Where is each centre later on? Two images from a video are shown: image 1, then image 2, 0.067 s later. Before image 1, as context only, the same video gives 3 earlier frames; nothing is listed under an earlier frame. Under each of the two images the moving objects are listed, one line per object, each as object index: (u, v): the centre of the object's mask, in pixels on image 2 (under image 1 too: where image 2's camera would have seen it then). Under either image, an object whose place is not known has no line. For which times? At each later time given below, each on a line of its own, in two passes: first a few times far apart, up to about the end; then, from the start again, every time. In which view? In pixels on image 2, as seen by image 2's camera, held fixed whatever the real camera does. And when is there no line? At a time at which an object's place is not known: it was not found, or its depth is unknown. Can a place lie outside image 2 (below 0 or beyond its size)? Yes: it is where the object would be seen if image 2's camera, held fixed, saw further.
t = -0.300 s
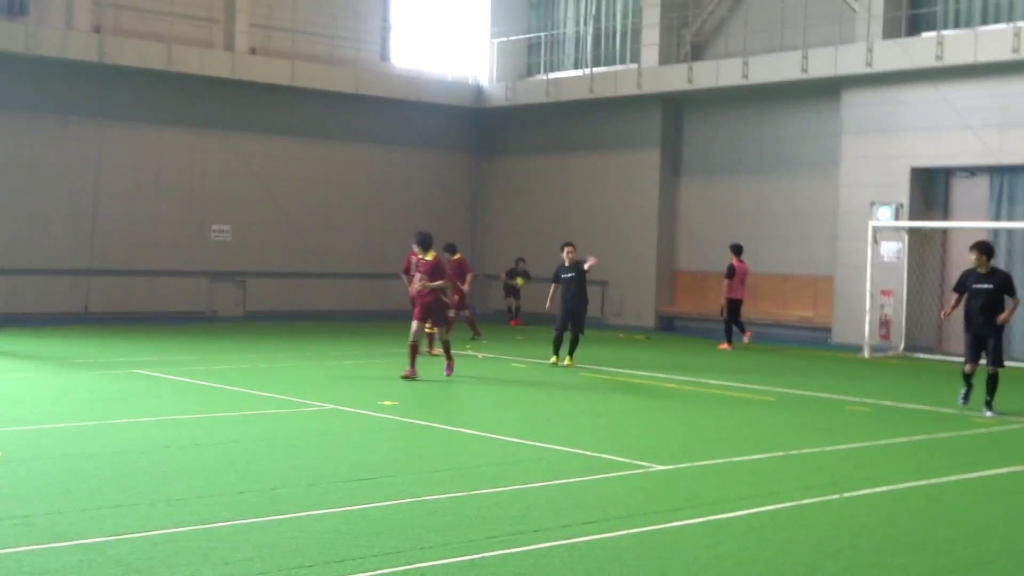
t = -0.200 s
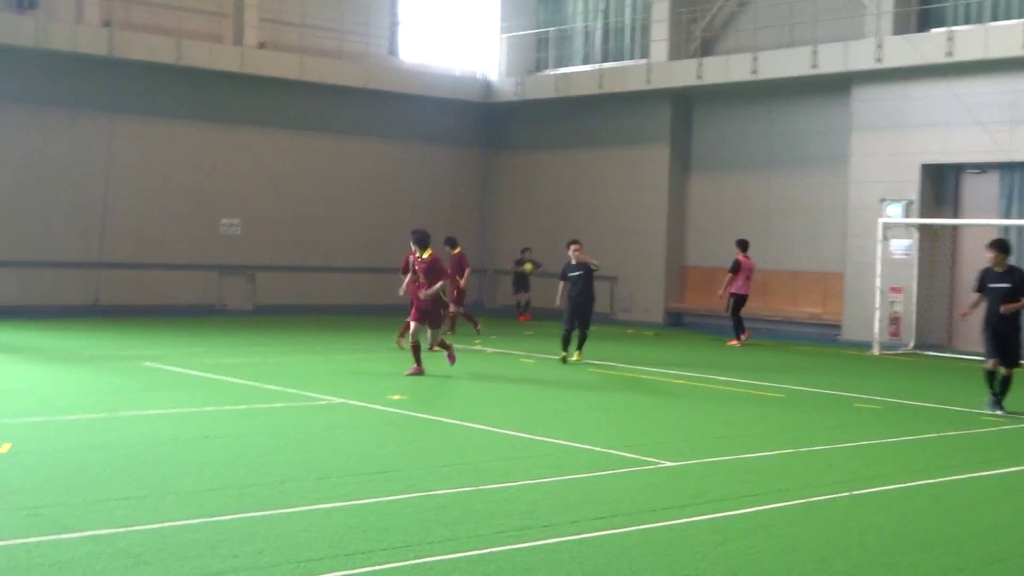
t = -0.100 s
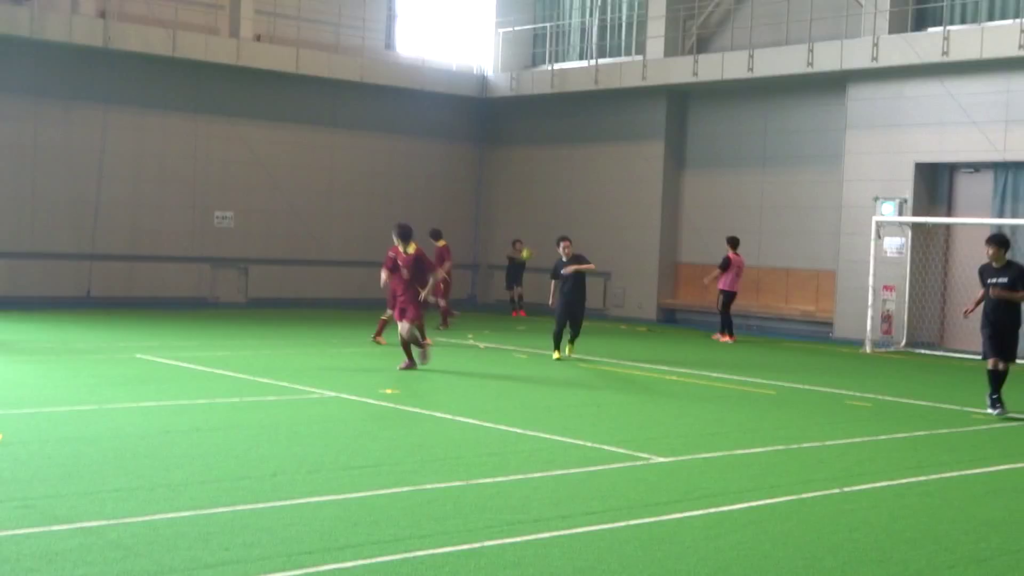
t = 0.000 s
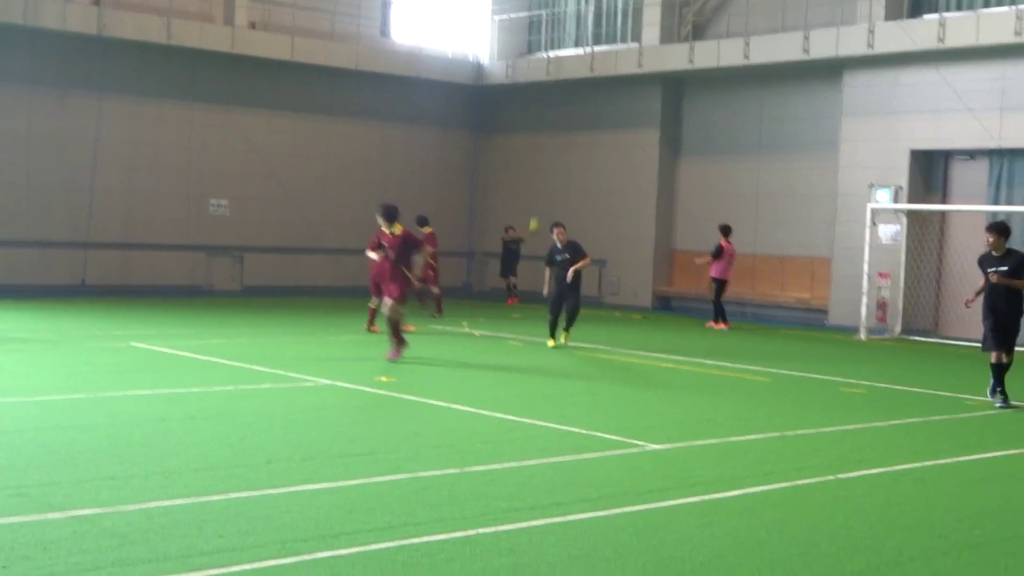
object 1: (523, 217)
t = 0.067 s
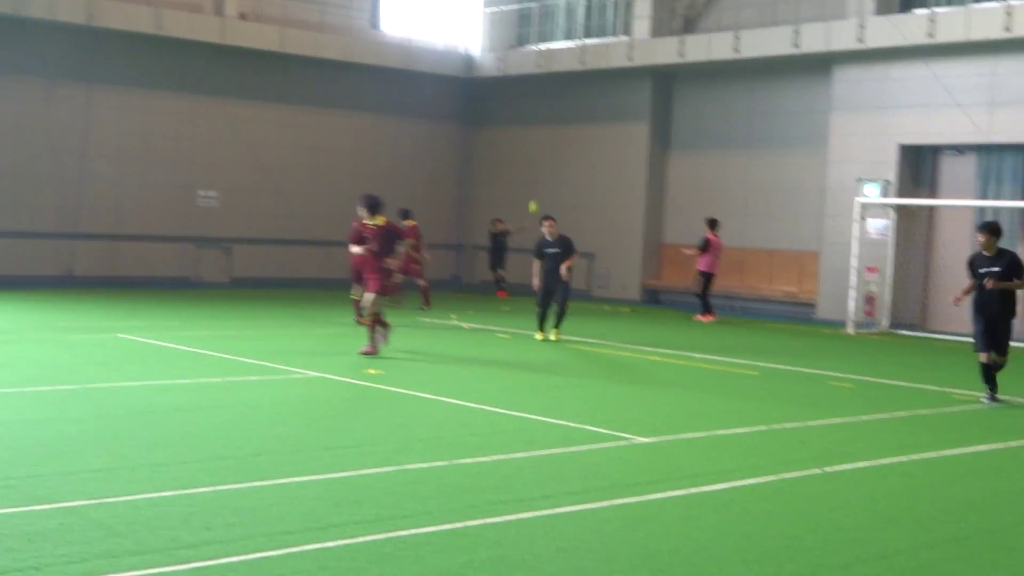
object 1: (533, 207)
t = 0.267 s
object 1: (565, 190)
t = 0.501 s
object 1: (605, 195)
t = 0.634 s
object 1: (628, 213)
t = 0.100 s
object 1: (538, 203)
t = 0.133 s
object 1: (543, 199)
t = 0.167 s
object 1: (549, 196)
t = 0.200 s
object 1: (555, 193)
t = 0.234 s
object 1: (560, 191)
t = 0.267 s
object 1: (565, 190)
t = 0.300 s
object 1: (571, 189)
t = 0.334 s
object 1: (576, 188)
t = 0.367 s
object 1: (581, 188)
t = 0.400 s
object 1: (587, 189)
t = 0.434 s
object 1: (593, 191)
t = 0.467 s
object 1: (599, 193)
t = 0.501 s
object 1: (605, 195)
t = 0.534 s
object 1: (611, 199)
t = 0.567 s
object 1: (616, 203)
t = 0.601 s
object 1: (622, 208)
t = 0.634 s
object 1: (628, 213)
